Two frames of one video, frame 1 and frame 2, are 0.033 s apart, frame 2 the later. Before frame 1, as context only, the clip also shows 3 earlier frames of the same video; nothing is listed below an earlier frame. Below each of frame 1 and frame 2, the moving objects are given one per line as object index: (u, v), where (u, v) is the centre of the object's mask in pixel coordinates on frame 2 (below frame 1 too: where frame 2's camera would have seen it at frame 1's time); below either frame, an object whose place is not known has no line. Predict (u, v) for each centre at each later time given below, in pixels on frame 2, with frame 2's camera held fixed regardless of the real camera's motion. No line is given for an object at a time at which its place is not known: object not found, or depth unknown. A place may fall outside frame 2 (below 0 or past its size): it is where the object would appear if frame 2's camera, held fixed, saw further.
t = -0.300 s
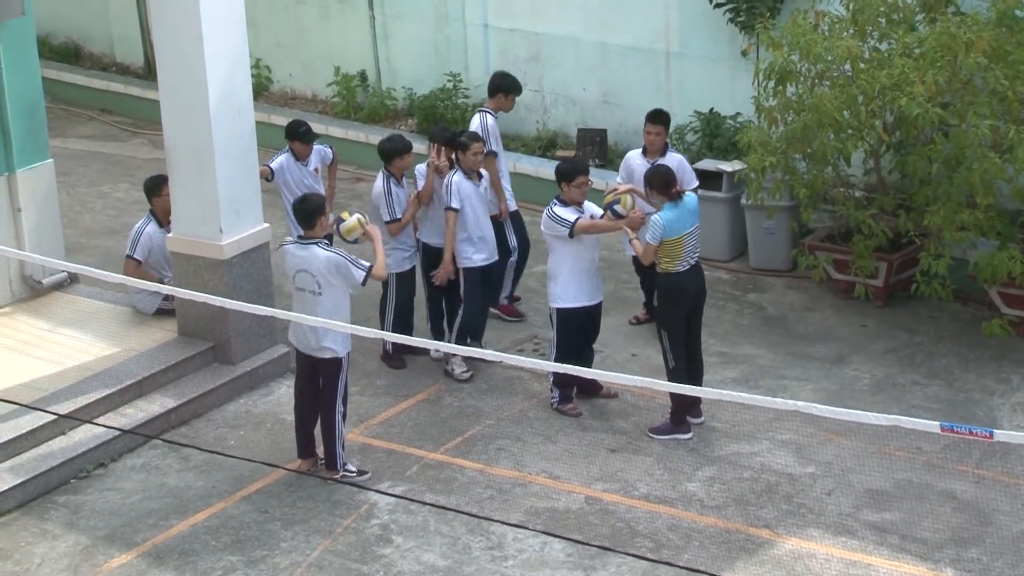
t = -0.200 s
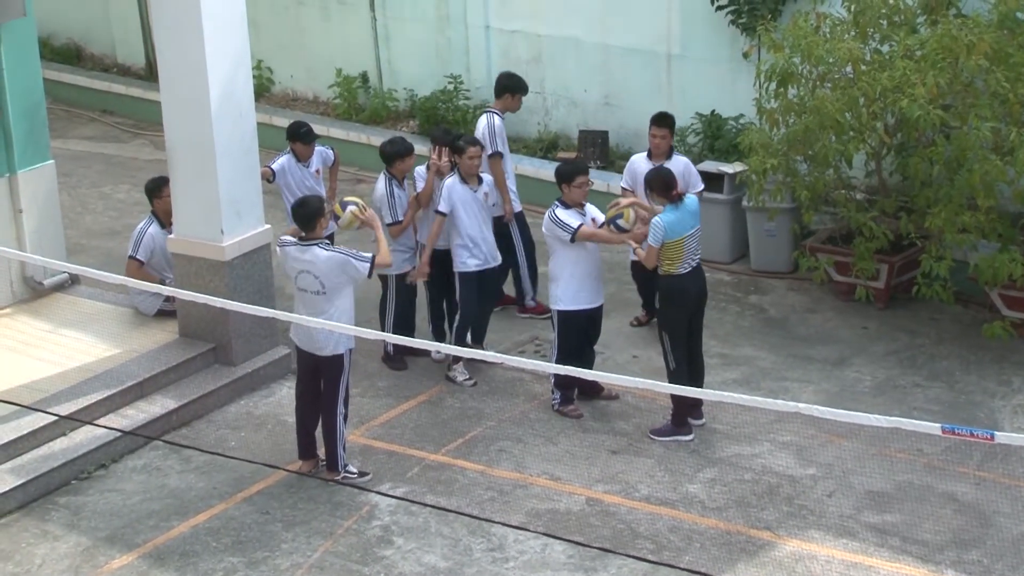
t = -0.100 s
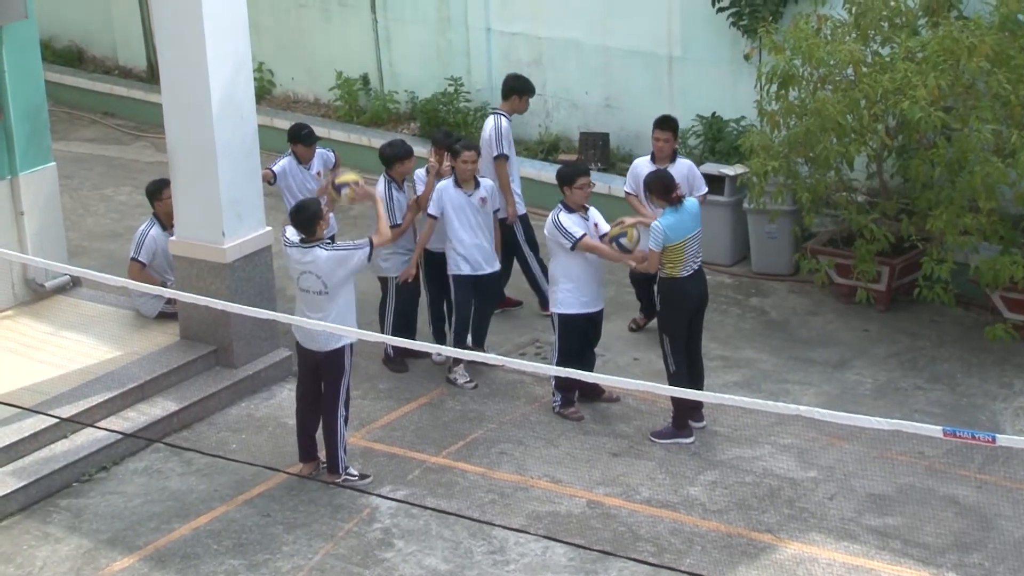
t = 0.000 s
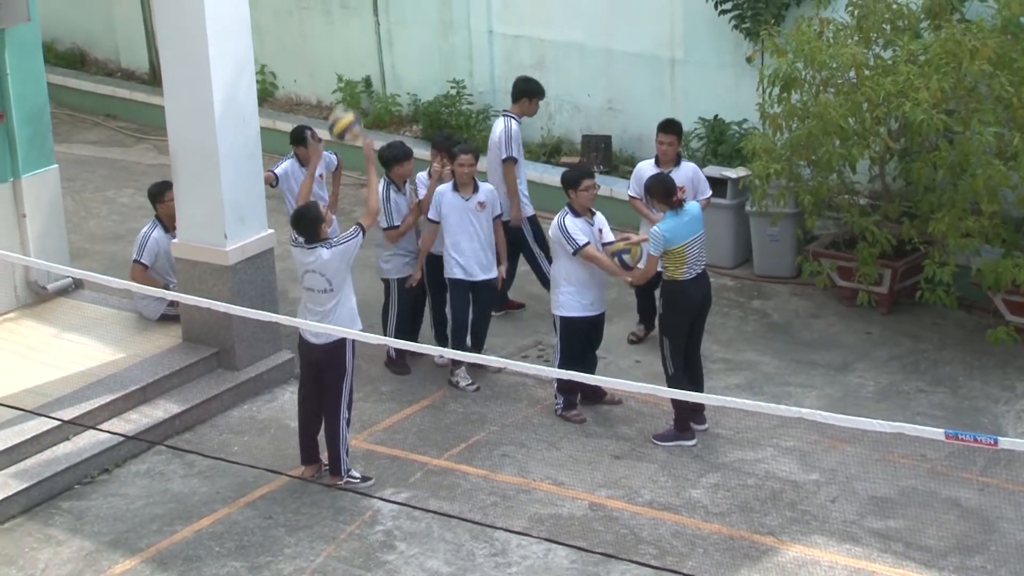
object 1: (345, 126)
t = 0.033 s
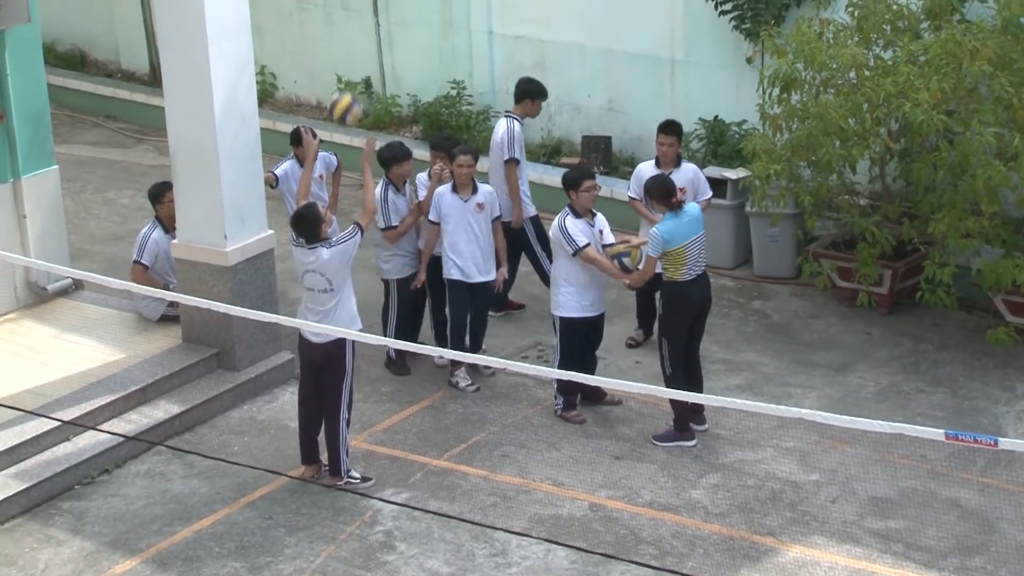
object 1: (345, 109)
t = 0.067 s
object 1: (344, 91)
